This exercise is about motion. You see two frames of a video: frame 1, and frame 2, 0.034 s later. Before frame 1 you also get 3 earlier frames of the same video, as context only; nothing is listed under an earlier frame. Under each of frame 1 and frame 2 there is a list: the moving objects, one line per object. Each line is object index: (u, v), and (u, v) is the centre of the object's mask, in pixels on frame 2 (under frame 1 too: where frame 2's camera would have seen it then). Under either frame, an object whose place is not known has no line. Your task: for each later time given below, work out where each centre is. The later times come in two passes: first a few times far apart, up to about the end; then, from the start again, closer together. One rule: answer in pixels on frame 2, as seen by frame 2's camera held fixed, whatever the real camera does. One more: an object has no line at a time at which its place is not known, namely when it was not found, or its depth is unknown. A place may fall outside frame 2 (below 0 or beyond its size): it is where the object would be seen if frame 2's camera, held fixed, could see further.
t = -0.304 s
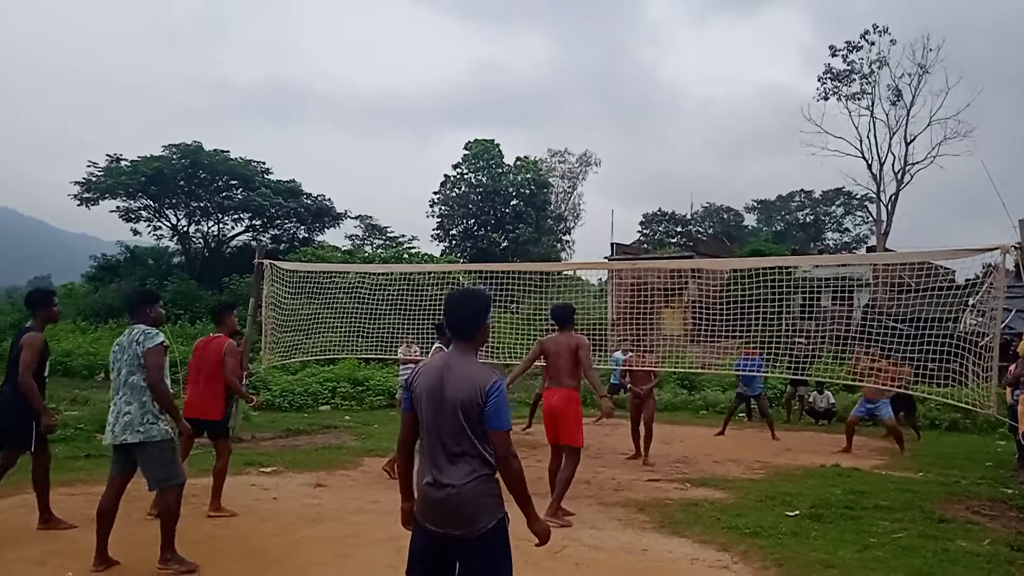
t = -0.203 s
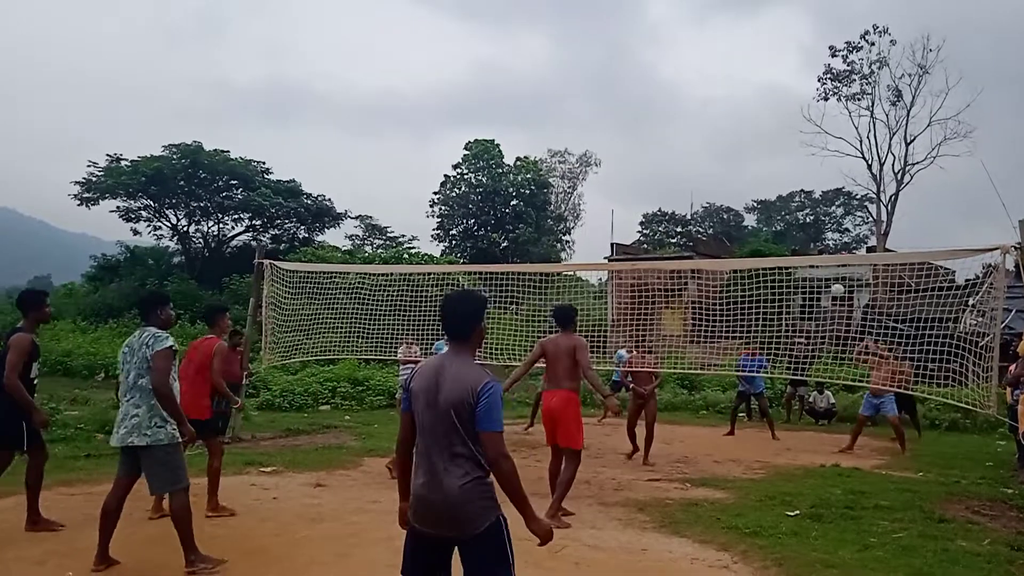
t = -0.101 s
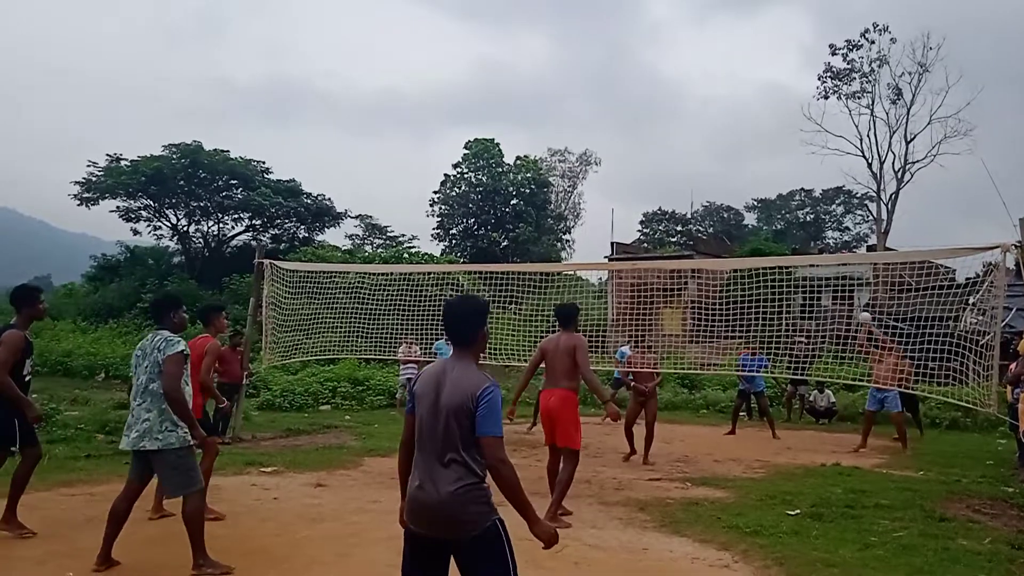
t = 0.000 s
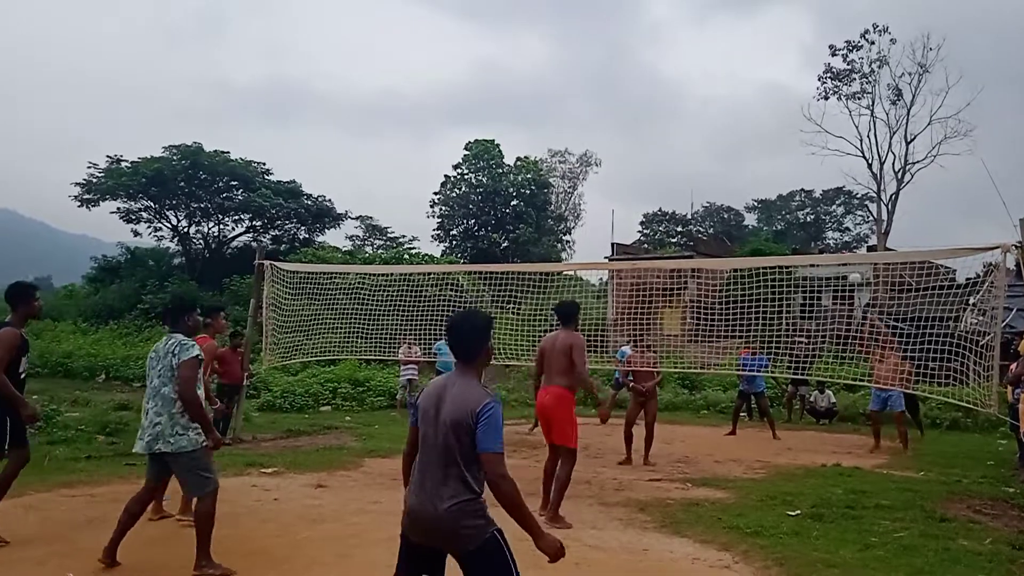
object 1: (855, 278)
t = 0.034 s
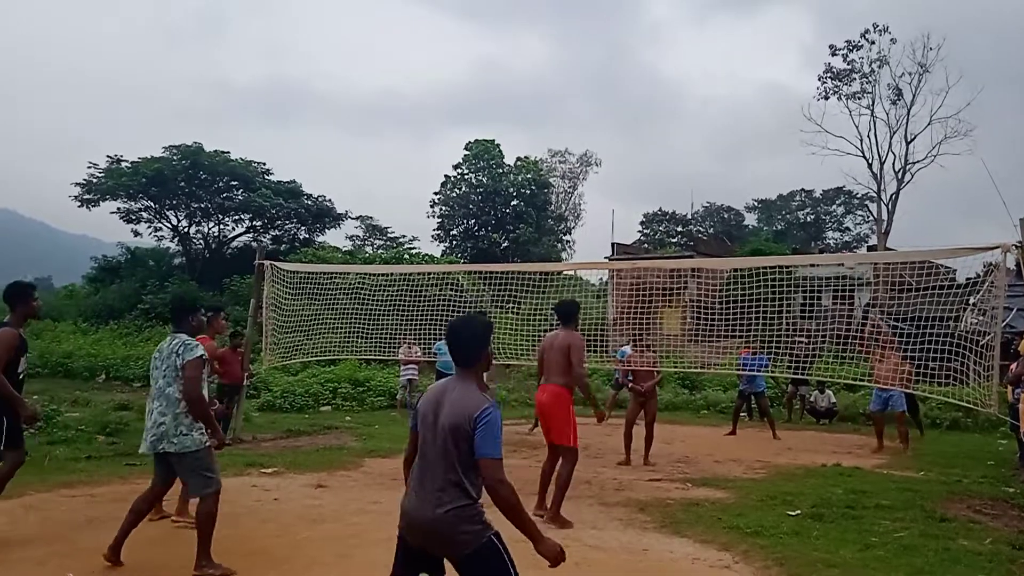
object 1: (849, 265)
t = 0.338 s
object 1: (796, 149)
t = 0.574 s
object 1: (743, 90)
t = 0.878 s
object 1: (653, 80)
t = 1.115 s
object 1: (553, 148)
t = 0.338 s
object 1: (796, 149)
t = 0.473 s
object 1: (768, 112)
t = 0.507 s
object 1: (760, 104)
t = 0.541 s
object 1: (752, 97)
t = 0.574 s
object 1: (743, 90)
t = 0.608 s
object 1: (735, 86)
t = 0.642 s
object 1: (726, 81)
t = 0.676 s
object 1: (717, 78)
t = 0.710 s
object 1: (707, 75)
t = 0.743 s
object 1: (697, 74)
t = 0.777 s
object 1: (687, 73)
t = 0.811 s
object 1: (676, 74)
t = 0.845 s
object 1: (664, 76)
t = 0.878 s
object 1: (653, 80)
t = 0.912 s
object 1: (640, 85)
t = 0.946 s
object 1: (627, 91)
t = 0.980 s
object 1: (614, 98)
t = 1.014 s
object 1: (600, 108)
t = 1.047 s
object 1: (585, 119)
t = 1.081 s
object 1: (569, 132)
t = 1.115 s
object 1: (553, 148)
